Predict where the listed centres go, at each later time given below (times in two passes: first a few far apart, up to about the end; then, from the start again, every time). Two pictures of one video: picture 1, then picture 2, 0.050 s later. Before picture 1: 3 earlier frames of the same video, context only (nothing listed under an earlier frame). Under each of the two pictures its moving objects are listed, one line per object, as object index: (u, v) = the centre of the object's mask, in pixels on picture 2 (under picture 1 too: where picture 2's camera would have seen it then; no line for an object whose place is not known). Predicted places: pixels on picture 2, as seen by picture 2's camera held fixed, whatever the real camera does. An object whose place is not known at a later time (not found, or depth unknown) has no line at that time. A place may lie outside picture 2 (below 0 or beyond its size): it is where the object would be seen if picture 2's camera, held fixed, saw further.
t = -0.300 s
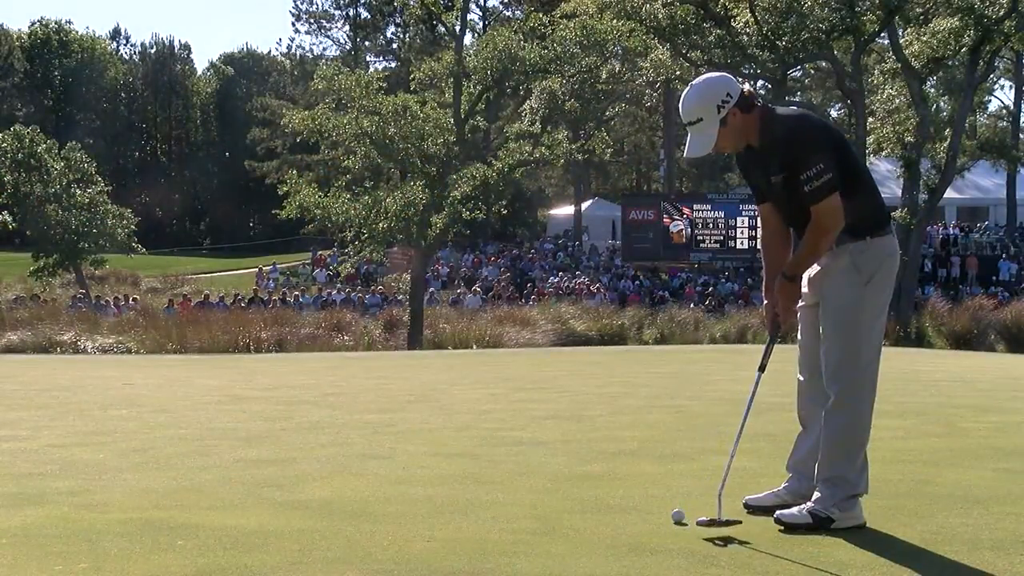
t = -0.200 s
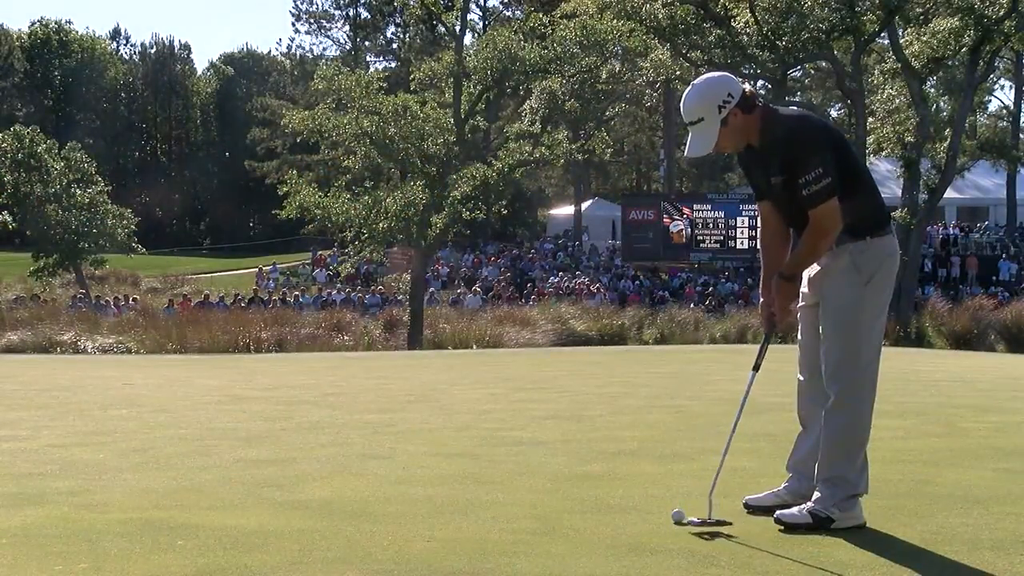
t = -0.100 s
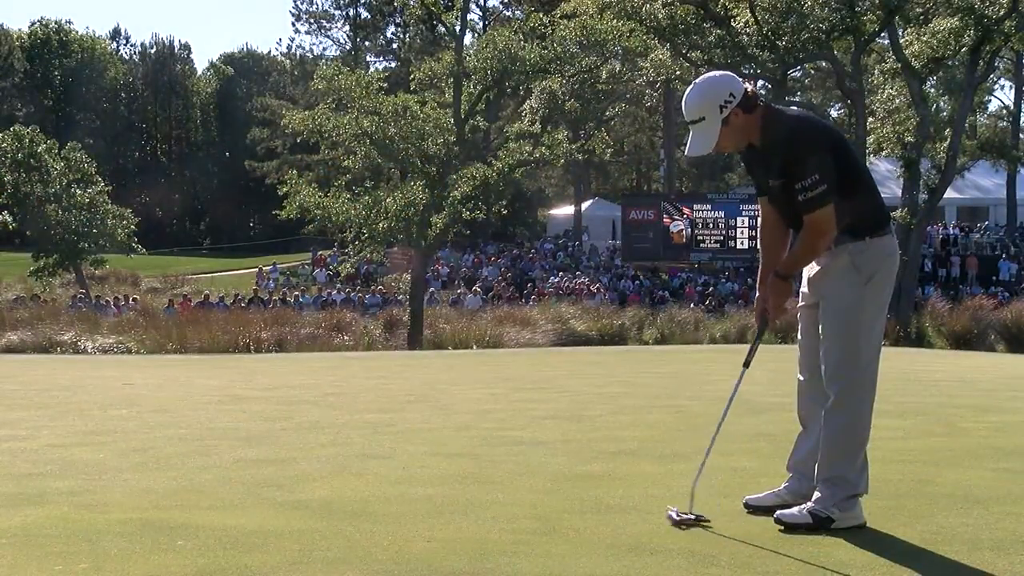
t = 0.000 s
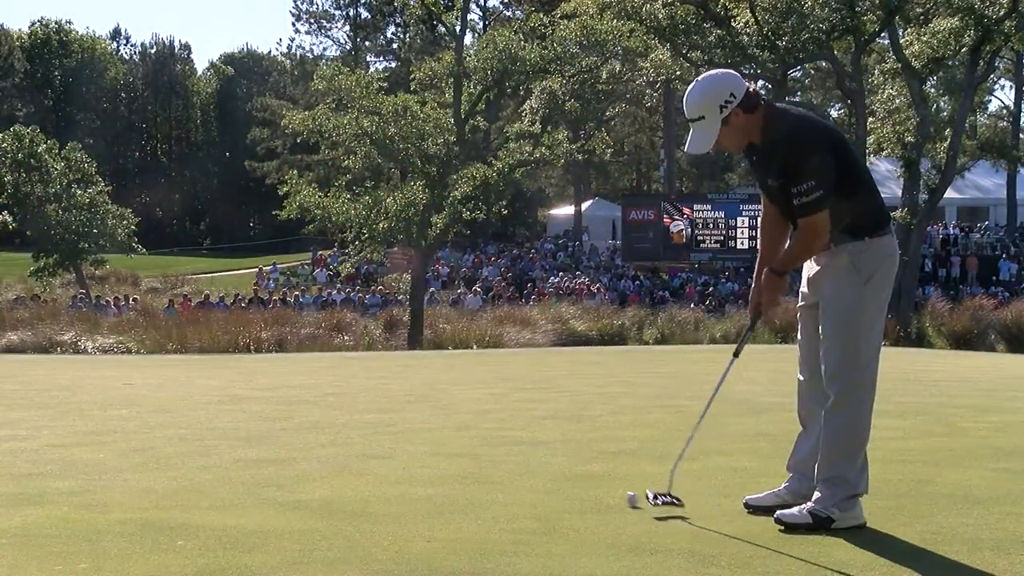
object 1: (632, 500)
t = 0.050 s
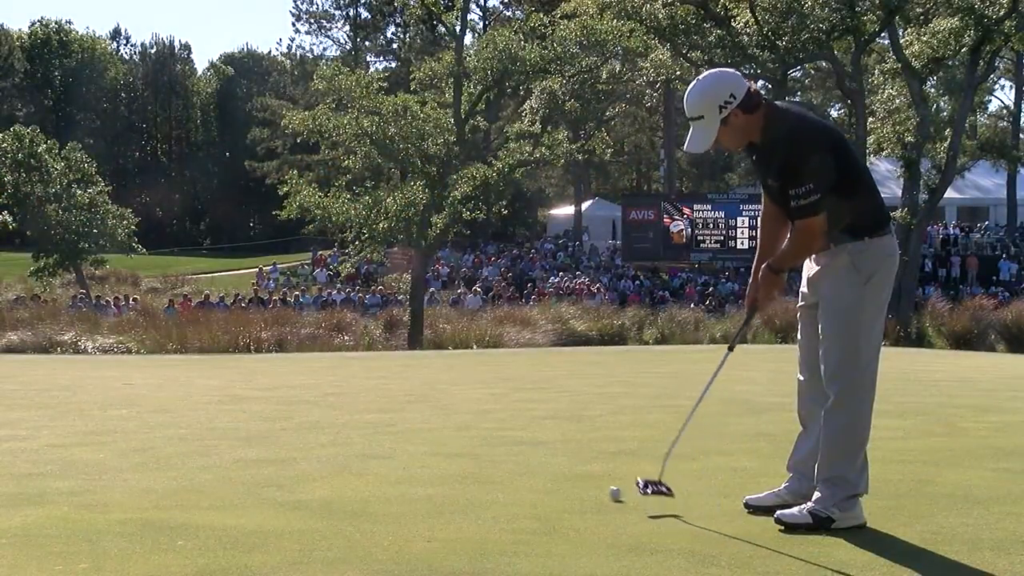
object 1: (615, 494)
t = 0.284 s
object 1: (553, 475)
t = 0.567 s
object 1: (490, 456)
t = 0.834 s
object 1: (440, 443)
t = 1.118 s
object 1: (395, 433)
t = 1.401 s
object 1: (355, 425)
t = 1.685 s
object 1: (319, 417)
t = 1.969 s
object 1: (289, 412)
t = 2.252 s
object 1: (261, 407)
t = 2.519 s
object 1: (238, 402)
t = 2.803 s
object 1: (216, 399)
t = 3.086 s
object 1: (198, 395)
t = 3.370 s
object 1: (182, 392)
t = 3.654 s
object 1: (168, 389)
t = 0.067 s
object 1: (609, 492)
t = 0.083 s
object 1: (605, 490)
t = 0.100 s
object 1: (601, 489)
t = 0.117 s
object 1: (596, 488)
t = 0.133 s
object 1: (591, 486)
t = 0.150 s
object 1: (586, 485)
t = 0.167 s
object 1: (582, 483)
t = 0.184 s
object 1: (578, 482)
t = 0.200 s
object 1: (574, 481)
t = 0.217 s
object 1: (569, 480)
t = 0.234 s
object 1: (565, 478)
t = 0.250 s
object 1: (561, 477)
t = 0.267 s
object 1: (557, 476)
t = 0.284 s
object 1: (553, 475)
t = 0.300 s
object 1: (549, 473)
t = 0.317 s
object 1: (545, 472)
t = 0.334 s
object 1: (541, 471)
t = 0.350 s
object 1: (537, 470)
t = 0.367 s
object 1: (534, 468)
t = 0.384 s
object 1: (530, 468)
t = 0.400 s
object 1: (525, 466)
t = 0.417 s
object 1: (522, 465)
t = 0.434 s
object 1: (518, 464)
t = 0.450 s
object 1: (514, 463)
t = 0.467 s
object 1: (511, 463)
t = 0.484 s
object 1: (507, 461)
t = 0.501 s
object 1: (503, 461)
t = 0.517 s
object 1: (500, 460)
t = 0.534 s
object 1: (496, 459)
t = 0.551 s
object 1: (493, 457)
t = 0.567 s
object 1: (490, 456)
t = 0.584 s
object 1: (486, 456)
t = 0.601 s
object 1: (483, 455)
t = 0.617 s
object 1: (480, 454)
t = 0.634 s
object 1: (477, 453)
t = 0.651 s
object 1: (473, 452)
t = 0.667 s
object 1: (470, 452)
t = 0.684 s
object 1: (467, 450)
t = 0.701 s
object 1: (464, 449)
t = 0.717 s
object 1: (461, 449)
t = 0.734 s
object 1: (457, 448)
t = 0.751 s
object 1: (455, 447)
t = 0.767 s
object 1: (452, 446)
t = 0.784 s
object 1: (449, 445)
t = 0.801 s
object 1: (446, 445)
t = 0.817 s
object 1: (442, 444)
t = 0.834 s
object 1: (440, 443)
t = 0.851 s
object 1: (437, 443)
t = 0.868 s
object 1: (434, 442)
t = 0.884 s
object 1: (431, 442)
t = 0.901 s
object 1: (428, 441)
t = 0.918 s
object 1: (426, 440)
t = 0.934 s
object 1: (423, 440)
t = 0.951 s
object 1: (420, 439)
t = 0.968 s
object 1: (417, 438)
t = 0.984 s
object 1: (415, 438)
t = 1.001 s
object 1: (412, 437)
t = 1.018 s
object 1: (409, 437)
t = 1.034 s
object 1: (407, 436)
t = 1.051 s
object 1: (404, 436)
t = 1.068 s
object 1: (402, 435)
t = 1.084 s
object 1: (399, 434)
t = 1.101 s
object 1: (397, 434)
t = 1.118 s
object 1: (395, 433)
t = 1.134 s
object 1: (392, 433)
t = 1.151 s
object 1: (389, 432)
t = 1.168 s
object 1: (387, 432)
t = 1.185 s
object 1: (385, 431)
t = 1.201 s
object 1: (382, 430)
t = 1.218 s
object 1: (379, 430)
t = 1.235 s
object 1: (377, 430)
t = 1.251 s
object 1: (375, 429)
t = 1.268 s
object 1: (373, 428)
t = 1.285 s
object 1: (370, 428)
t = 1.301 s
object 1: (368, 427)
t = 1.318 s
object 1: (366, 427)
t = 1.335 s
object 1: (363, 426)
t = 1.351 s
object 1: (361, 426)
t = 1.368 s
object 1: (359, 426)
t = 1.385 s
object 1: (357, 425)
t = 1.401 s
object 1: (355, 425)
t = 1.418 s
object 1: (352, 424)
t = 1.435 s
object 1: (350, 423)
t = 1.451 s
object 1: (348, 423)
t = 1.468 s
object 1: (346, 423)
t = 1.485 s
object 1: (344, 422)
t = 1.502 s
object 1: (342, 422)
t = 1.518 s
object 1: (339, 422)
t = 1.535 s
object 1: (338, 421)
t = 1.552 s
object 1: (336, 421)
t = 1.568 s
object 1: (334, 420)
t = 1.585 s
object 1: (331, 420)
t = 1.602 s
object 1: (329, 420)
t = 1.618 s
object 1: (327, 419)
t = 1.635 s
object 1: (325, 419)
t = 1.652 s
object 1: (323, 419)
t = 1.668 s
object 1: (321, 418)
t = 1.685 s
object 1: (319, 417)
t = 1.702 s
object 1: (318, 417)
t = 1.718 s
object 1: (316, 417)
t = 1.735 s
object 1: (314, 416)
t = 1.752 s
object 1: (312, 416)
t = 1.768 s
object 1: (310, 416)
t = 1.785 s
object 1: (309, 415)
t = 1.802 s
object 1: (307, 415)
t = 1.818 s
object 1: (305, 415)
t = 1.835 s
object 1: (303, 415)
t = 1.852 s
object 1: (301, 414)
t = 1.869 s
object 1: (299, 414)
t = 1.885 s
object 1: (298, 414)
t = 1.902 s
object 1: (296, 413)
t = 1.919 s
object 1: (294, 413)
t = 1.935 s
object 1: (292, 413)
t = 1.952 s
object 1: (290, 412)
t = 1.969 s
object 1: (289, 412)
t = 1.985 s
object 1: (287, 412)
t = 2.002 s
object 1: (285, 412)
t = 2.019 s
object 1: (284, 411)
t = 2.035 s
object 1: (282, 411)
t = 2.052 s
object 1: (281, 410)
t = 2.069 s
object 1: (280, 410)
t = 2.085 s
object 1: (277, 409)
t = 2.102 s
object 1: (276, 409)
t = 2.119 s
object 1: (274, 409)
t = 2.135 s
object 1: (273, 409)
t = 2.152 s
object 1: (271, 408)
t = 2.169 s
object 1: (269, 408)
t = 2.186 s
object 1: (267, 408)
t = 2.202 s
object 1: (266, 408)
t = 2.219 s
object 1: (264, 407)
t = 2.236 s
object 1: (263, 407)
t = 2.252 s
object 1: (261, 407)
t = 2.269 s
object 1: (260, 406)
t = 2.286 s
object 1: (258, 406)
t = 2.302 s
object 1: (257, 406)
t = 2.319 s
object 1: (255, 405)
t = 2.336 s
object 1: (253, 405)
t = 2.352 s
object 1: (252, 405)
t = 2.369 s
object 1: (251, 405)
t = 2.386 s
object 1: (249, 404)
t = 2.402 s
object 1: (248, 404)
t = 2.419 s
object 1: (246, 404)
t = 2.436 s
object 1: (245, 404)
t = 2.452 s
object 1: (243, 403)
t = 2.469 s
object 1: (242, 403)
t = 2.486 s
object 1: (241, 403)
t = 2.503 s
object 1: (239, 402)
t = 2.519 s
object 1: (238, 402)
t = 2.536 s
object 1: (236, 402)
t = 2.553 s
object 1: (235, 402)
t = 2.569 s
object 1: (234, 402)
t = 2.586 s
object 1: (233, 401)
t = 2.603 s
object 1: (232, 401)
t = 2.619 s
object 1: (230, 401)
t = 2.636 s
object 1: (228, 401)
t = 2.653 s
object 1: (227, 400)
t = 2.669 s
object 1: (226, 400)
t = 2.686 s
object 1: (225, 400)
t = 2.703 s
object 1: (223, 400)
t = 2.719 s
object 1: (222, 399)
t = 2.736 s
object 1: (221, 399)
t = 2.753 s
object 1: (220, 399)
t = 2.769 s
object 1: (218, 399)
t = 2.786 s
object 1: (217, 399)
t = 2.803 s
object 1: (216, 399)
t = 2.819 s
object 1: (215, 398)
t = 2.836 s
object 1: (214, 398)
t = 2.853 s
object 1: (213, 398)
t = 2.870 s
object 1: (212, 398)
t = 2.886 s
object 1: (211, 397)
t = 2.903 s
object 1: (209, 397)
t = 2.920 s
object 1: (208, 397)
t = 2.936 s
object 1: (207, 397)
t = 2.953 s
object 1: (206, 397)
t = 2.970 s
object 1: (205, 396)
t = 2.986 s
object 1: (204, 396)
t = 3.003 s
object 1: (203, 396)
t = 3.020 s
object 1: (202, 396)
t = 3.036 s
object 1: (201, 395)
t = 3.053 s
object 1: (200, 395)
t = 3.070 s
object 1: (199, 395)
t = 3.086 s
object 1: (198, 395)
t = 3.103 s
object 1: (197, 395)
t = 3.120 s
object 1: (196, 394)
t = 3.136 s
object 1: (195, 394)
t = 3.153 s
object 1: (194, 394)
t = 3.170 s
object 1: (193, 394)
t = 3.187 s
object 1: (192, 394)
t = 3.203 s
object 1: (191, 393)
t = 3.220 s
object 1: (190, 393)
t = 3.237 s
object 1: (189, 393)
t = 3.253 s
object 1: (188, 393)
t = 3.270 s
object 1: (187, 393)
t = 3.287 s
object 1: (186, 393)
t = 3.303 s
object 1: (185, 392)
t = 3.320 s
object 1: (185, 392)
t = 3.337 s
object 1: (184, 392)
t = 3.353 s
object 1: (183, 392)
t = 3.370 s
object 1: (182, 392)
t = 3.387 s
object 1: (181, 391)
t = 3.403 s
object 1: (180, 391)
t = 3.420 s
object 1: (180, 391)
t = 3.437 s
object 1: (179, 391)
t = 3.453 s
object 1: (178, 391)
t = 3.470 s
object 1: (177, 391)
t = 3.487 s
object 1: (176, 390)
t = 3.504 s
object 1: (175, 390)
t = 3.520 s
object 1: (174, 390)
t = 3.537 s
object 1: (173, 390)
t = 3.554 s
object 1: (172, 390)
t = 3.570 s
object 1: (172, 390)
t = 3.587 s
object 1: (171, 390)
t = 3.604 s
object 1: (170, 389)
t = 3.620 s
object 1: (169, 389)
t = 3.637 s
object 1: (169, 389)
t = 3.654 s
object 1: (168, 389)
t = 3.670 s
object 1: (167, 389)
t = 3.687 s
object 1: (167, 389)
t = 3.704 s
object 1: (166, 388)
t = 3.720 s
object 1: (165, 389)
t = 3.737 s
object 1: (164, 388)
